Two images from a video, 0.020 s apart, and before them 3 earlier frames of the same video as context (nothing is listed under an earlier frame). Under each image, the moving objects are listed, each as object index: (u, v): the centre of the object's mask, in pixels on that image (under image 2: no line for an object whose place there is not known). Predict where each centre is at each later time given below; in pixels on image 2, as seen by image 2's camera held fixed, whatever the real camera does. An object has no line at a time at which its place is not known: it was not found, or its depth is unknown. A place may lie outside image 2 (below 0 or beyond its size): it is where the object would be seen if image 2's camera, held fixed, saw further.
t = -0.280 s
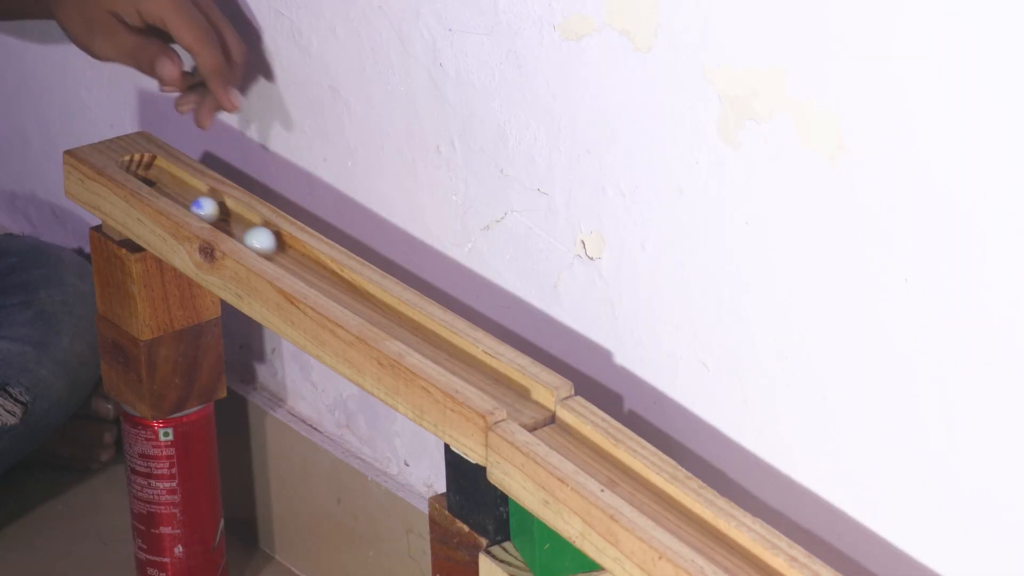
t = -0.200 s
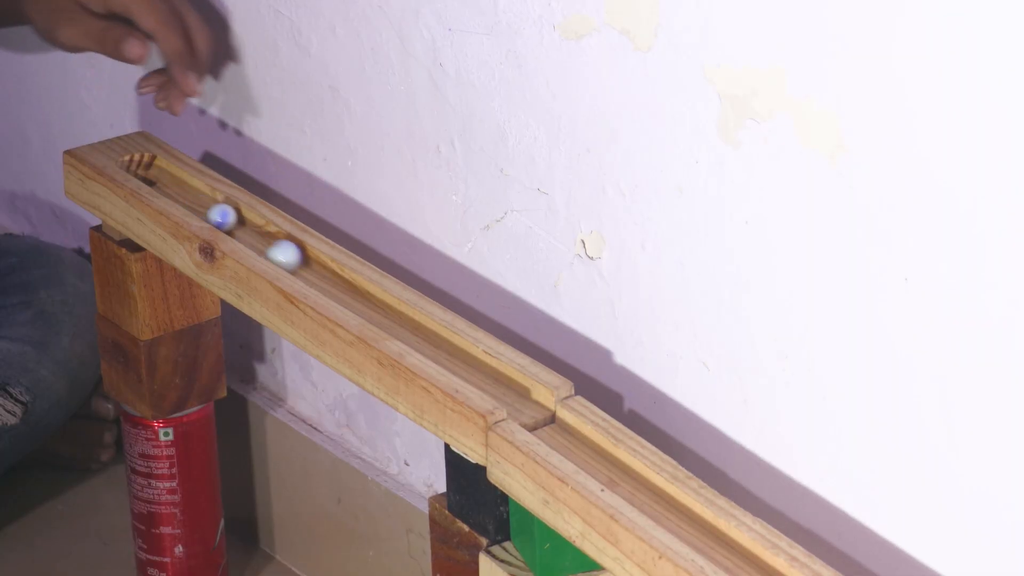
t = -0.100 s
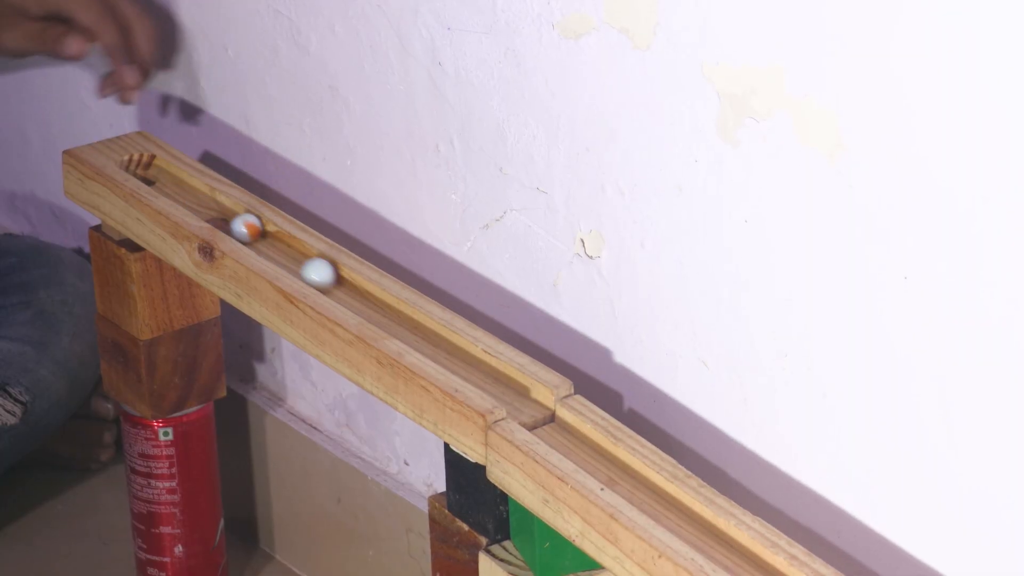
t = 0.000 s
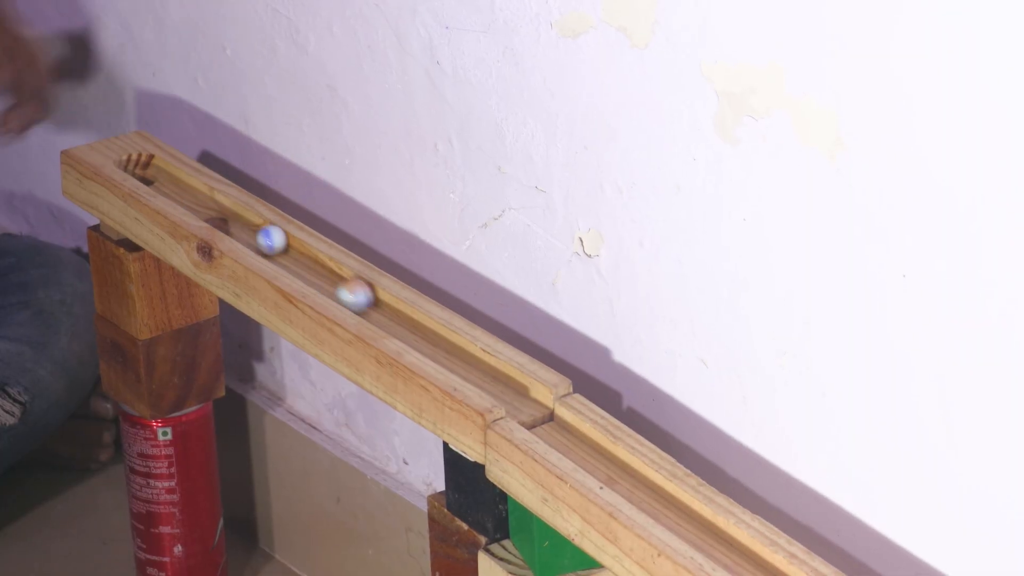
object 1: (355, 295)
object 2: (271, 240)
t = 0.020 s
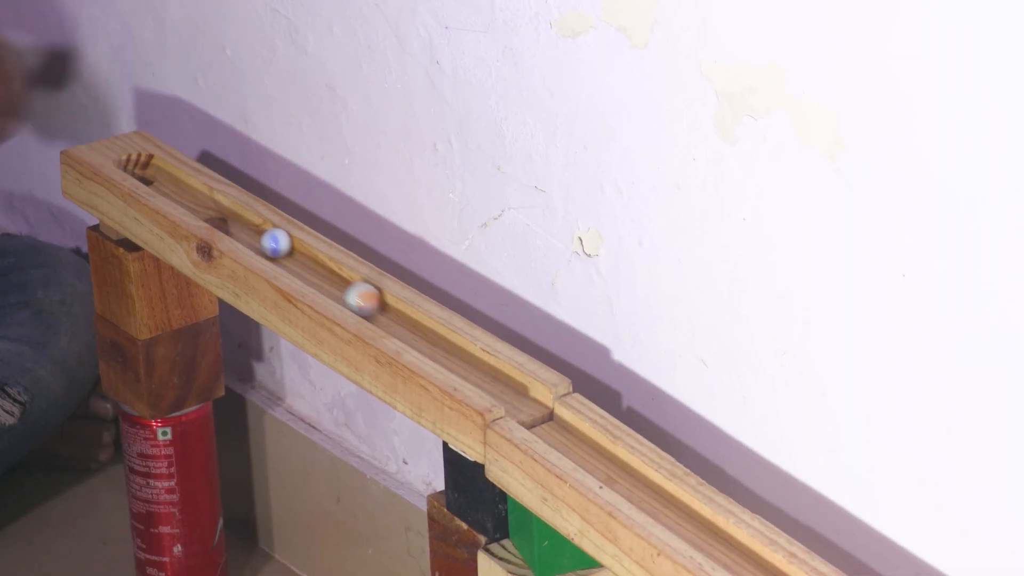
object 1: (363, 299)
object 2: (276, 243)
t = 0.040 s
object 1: (371, 304)
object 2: (281, 246)
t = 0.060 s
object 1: (380, 309)
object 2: (286, 249)
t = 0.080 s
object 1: (390, 315)
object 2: (292, 252)
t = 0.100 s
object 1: (398, 320)
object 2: (297, 256)
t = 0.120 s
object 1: (408, 326)
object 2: (302, 259)
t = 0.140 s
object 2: (308, 262)
